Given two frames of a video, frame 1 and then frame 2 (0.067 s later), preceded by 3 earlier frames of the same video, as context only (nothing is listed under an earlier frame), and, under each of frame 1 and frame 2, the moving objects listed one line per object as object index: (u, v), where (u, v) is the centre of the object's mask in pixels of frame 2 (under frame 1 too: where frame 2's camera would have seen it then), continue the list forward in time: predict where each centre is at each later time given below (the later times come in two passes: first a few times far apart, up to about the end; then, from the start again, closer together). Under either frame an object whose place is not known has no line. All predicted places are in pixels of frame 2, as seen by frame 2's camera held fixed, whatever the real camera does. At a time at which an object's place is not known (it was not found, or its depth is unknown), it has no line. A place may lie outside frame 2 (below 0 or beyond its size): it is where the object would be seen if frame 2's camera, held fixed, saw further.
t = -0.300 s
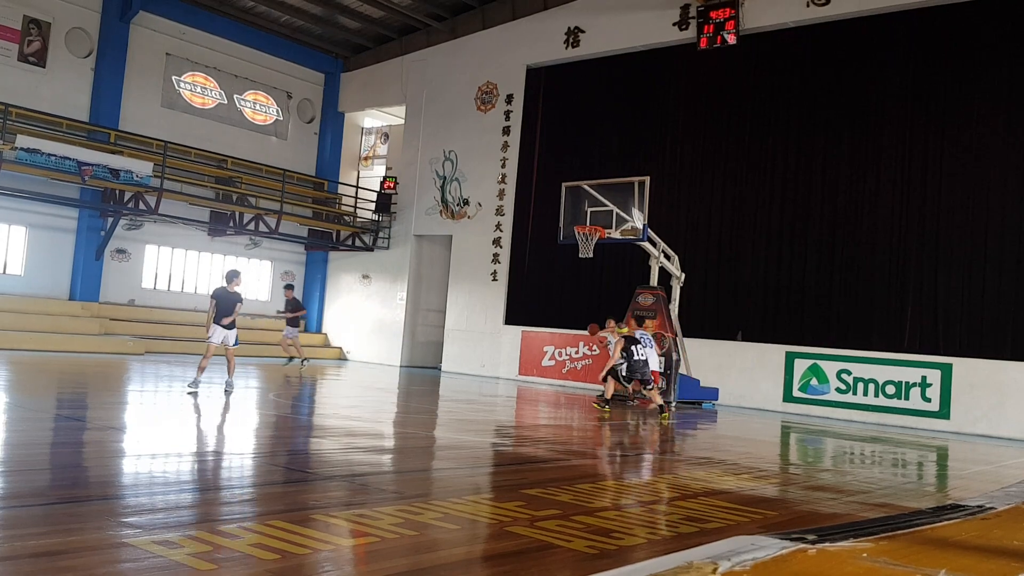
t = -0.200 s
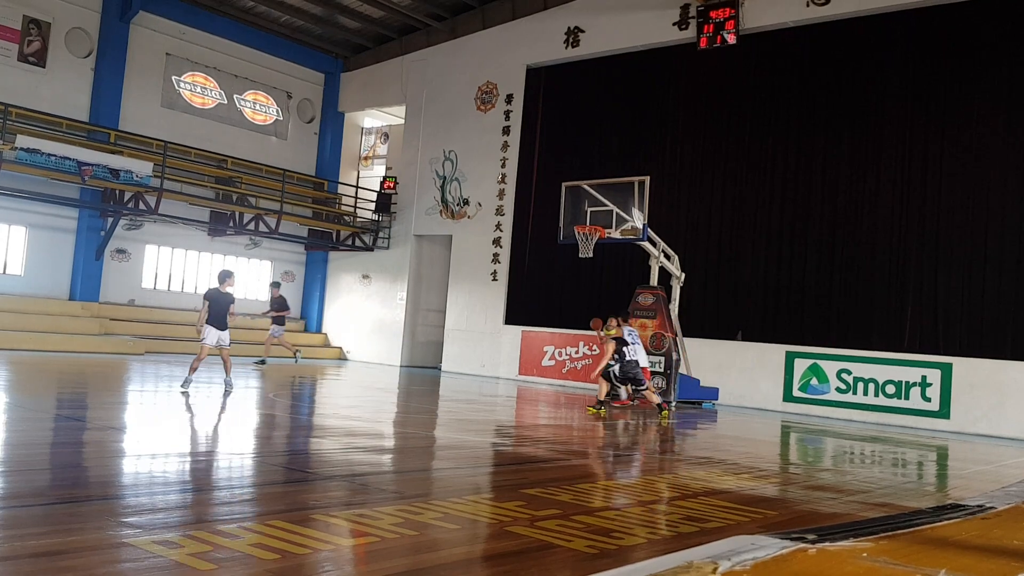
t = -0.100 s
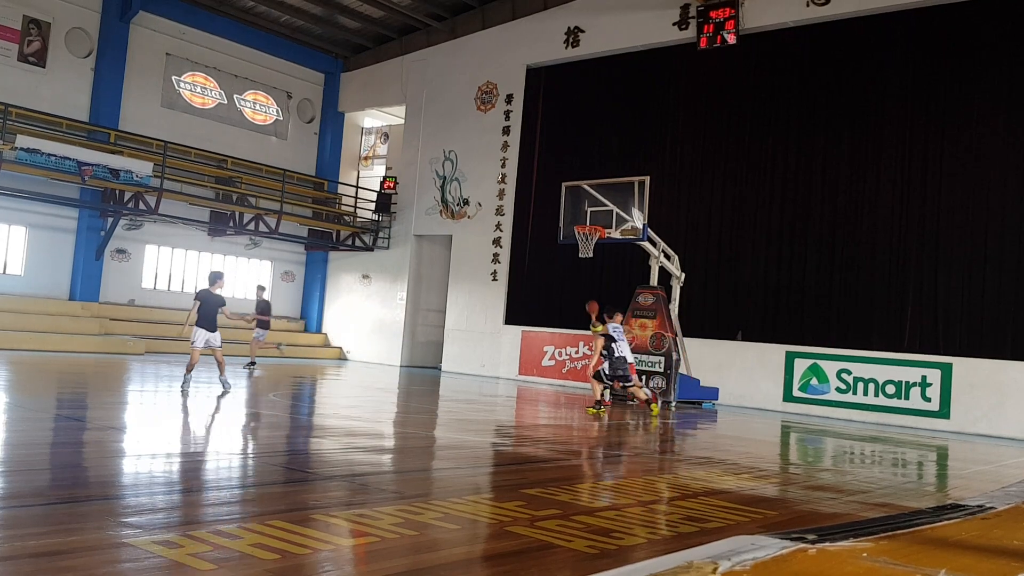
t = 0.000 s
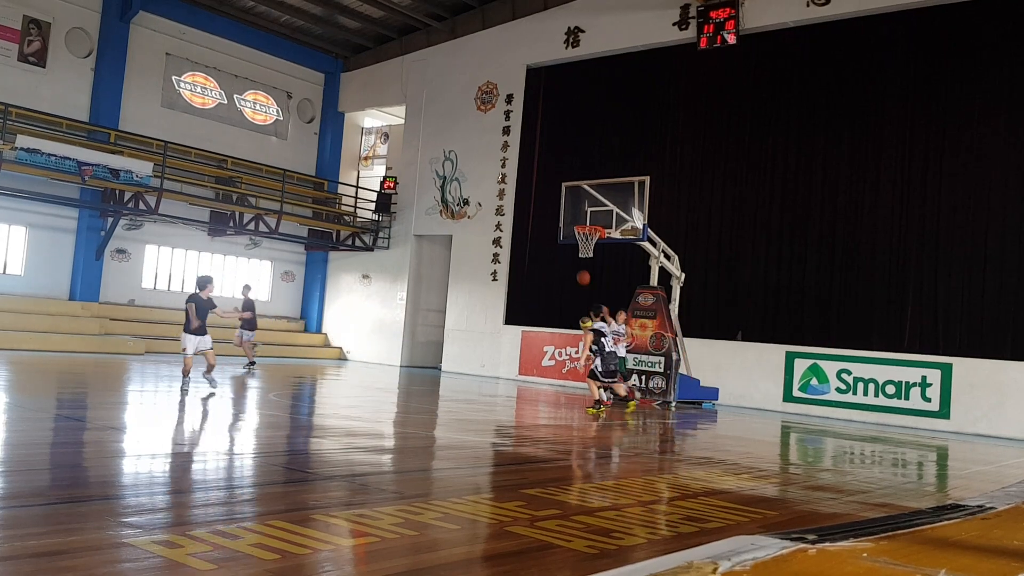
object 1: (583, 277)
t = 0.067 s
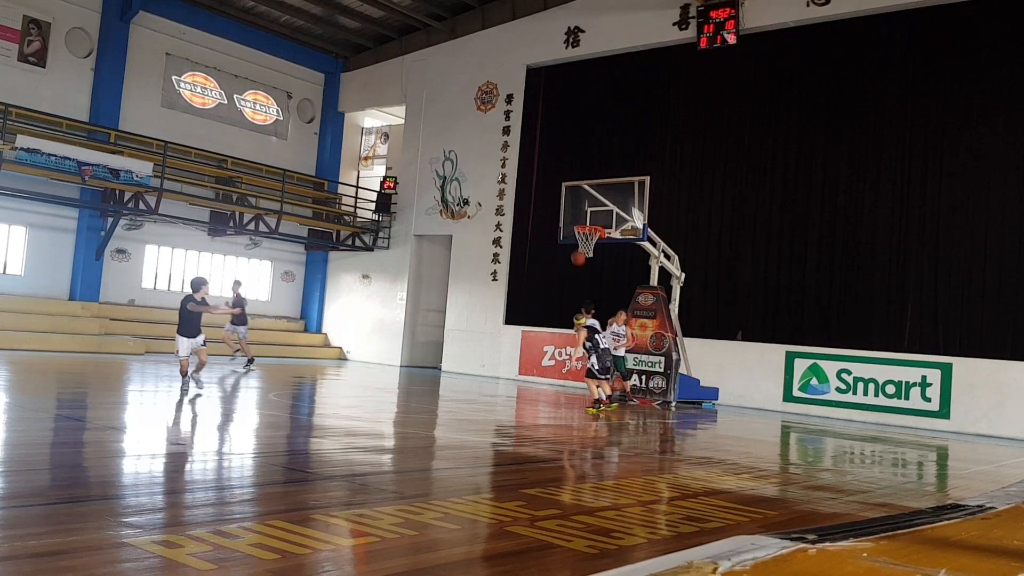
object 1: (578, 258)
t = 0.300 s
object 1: (553, 196)
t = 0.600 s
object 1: (501, 134)
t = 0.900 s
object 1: (401, 114)
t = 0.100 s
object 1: (575, 249)
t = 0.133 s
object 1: (572, 240)
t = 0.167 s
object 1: (569, 230)
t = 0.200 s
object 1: (565, 222)
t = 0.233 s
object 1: (561, 213)
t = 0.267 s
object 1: (557, 204)
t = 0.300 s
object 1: (553, 196)
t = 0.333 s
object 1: (549, 188)
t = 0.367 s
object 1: (544, 180)
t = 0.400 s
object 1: (539, 173)
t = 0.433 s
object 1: (533, 165)
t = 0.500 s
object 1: (523, 152)
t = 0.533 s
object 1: (516, 146)
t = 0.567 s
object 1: (508, 139)
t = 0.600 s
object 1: (501, 134)
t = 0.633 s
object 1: (492, 129)
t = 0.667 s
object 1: (483, 125)
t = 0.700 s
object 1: (474, 121)
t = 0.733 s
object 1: (464, 118)
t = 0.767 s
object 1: (454, 115)
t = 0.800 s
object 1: (442, 114)
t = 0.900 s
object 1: (401, 114)
